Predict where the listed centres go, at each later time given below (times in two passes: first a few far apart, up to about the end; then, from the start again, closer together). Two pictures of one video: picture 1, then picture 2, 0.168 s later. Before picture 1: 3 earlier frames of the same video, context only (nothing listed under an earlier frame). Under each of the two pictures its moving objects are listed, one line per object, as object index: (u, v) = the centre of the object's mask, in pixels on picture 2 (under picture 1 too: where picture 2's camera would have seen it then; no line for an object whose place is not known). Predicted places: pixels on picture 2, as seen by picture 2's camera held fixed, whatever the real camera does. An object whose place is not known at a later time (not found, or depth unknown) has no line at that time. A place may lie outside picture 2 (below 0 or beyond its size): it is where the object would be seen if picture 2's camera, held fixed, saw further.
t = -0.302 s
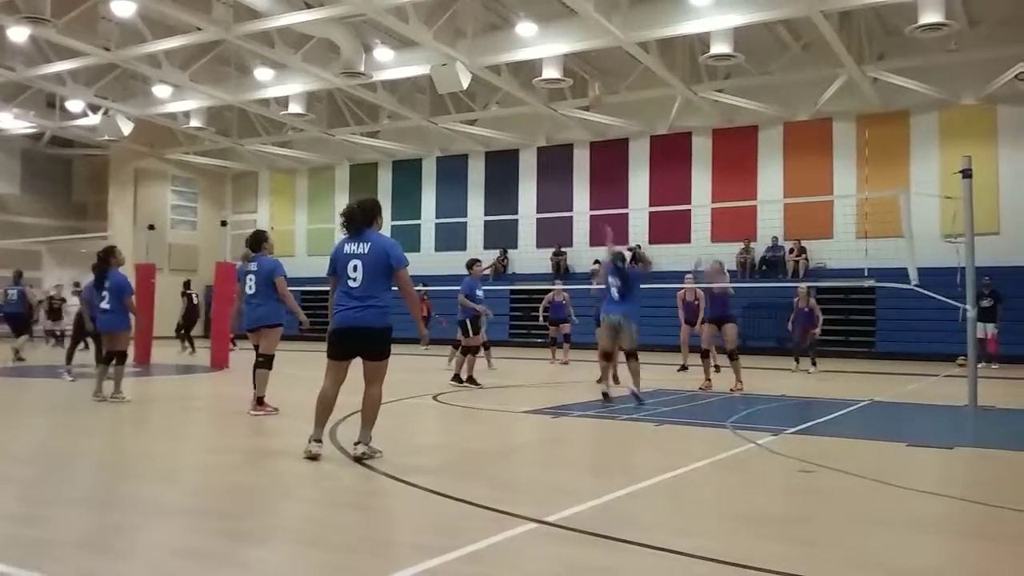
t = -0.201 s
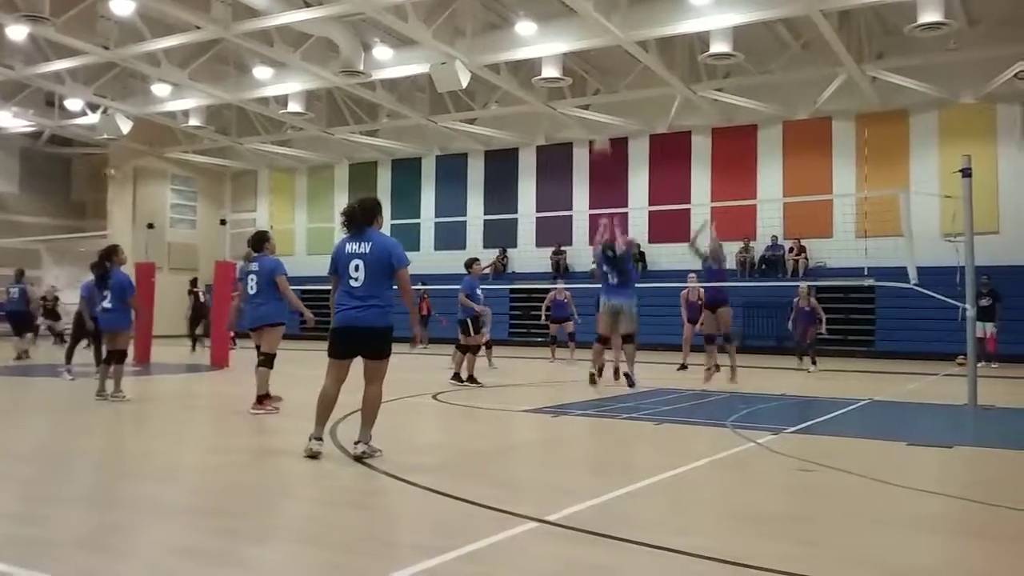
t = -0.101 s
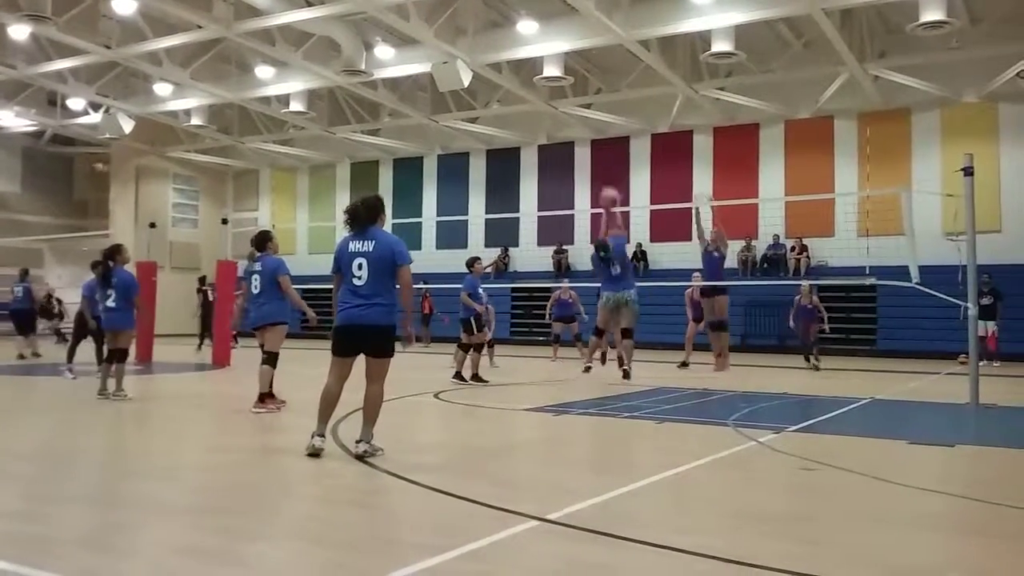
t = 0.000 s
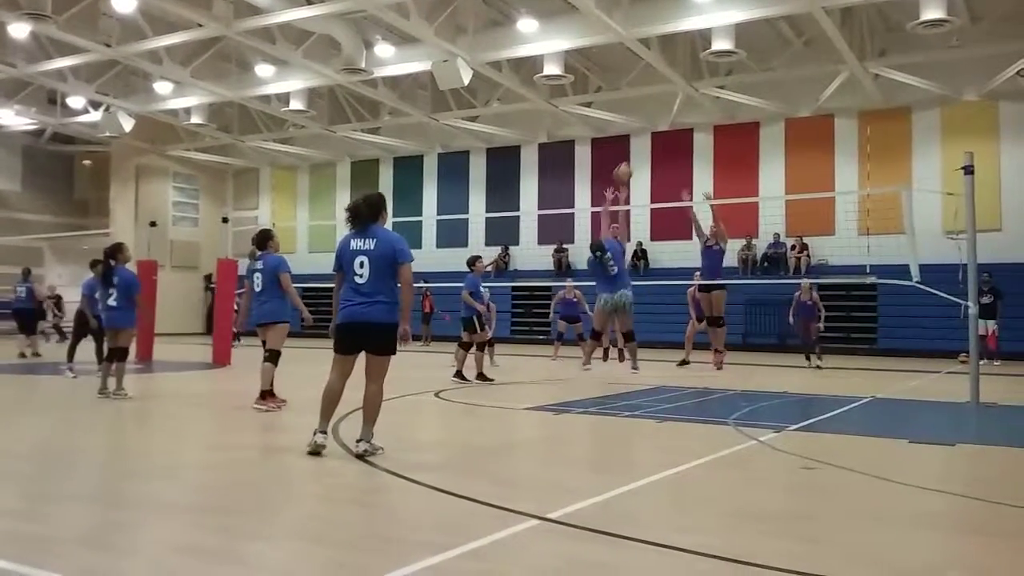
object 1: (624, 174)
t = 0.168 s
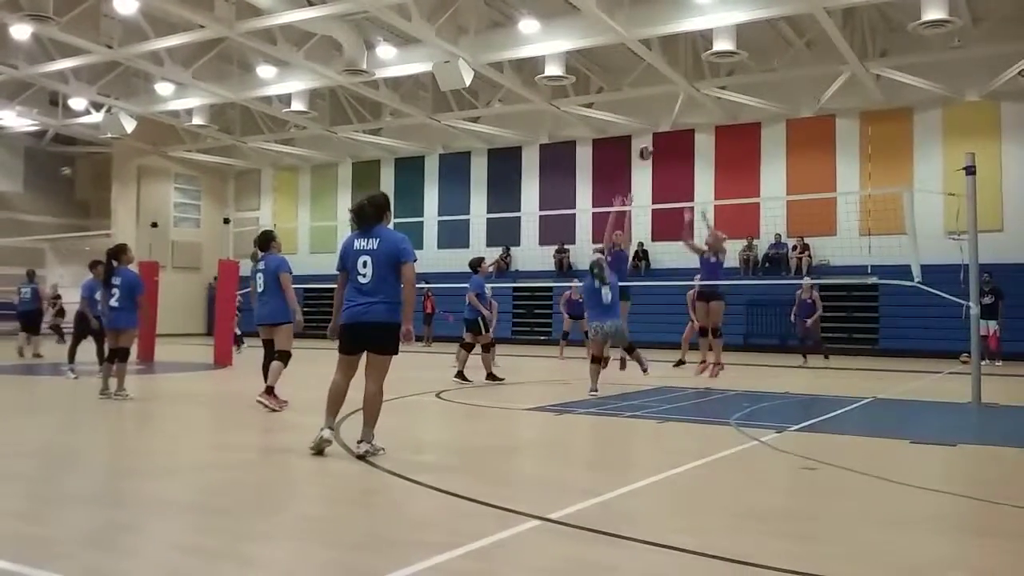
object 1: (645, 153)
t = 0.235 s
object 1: (652, 150)
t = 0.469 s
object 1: (671, 168)
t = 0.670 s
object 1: (685, 206)
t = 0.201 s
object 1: (648, 152)
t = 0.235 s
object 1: (652, 150)
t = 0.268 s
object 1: (656, 151)
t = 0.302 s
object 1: (658, 152)
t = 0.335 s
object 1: (661, 154)
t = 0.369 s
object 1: (663, 157)
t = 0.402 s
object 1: (665, 161)
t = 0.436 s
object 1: (668, 165)
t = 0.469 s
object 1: (671, 168)
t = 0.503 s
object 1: (673, 174)
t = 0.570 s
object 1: (679, 185)
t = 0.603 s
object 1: (682, 192)
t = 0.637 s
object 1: (682, 197)
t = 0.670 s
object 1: (685, 206)
